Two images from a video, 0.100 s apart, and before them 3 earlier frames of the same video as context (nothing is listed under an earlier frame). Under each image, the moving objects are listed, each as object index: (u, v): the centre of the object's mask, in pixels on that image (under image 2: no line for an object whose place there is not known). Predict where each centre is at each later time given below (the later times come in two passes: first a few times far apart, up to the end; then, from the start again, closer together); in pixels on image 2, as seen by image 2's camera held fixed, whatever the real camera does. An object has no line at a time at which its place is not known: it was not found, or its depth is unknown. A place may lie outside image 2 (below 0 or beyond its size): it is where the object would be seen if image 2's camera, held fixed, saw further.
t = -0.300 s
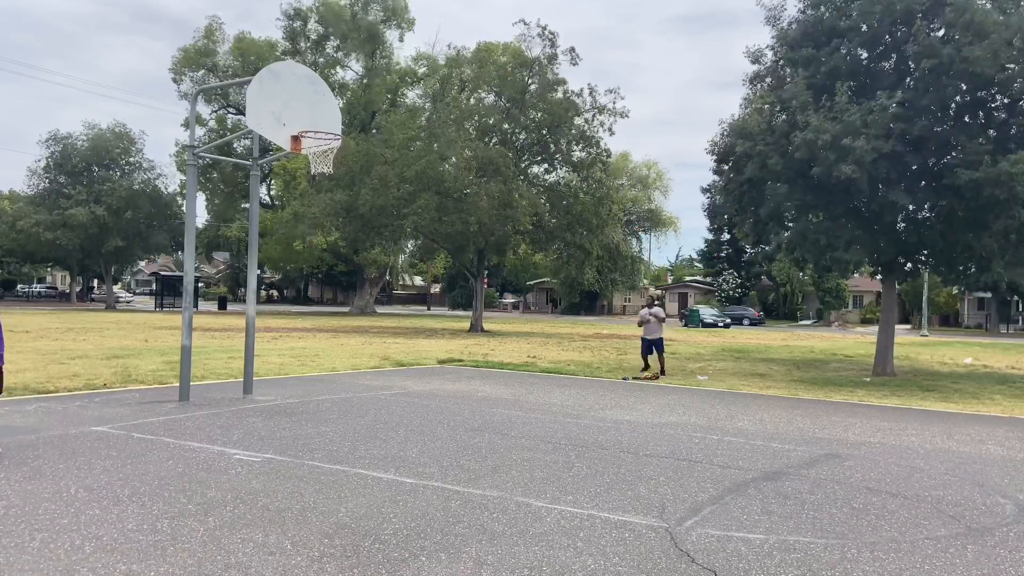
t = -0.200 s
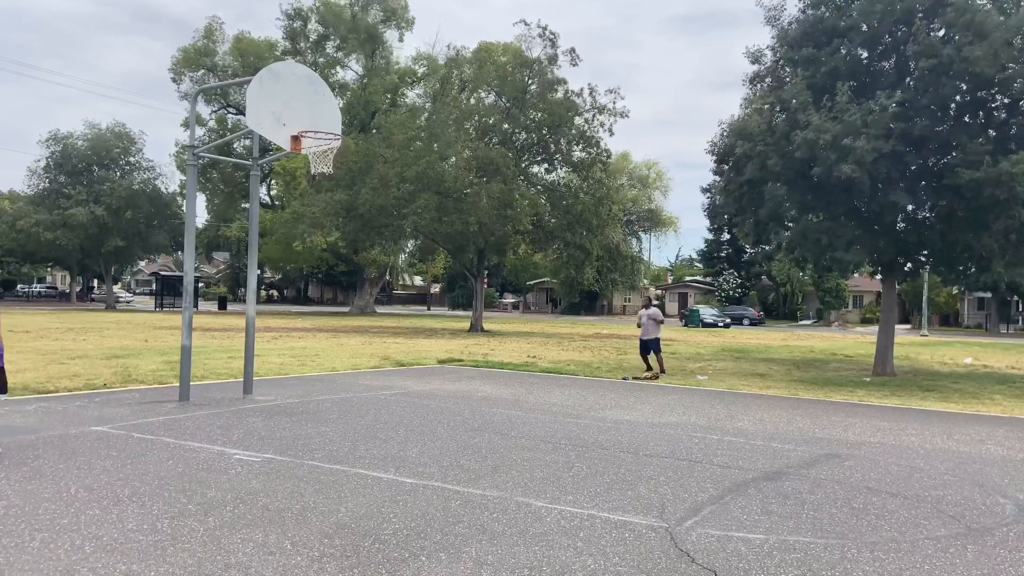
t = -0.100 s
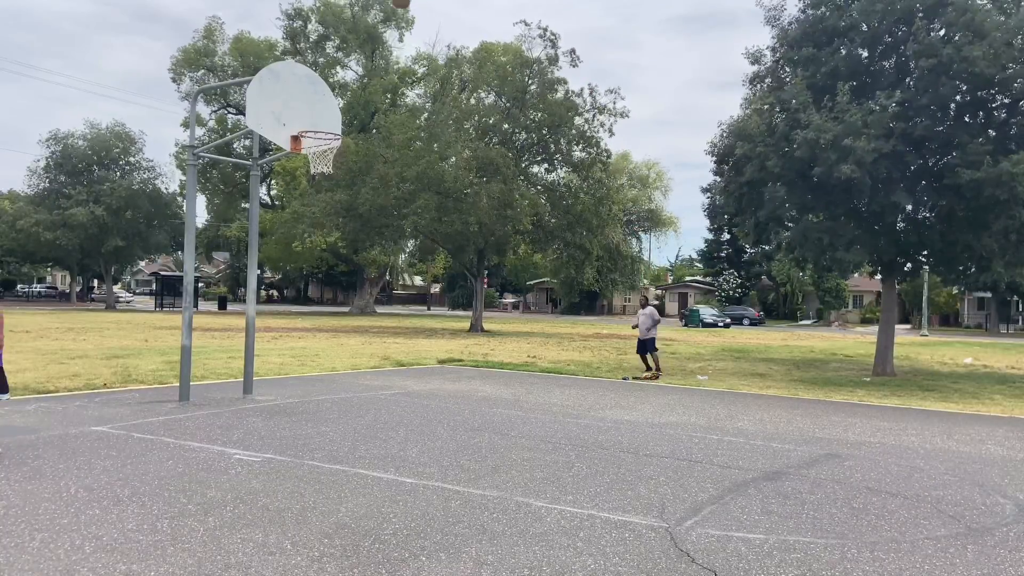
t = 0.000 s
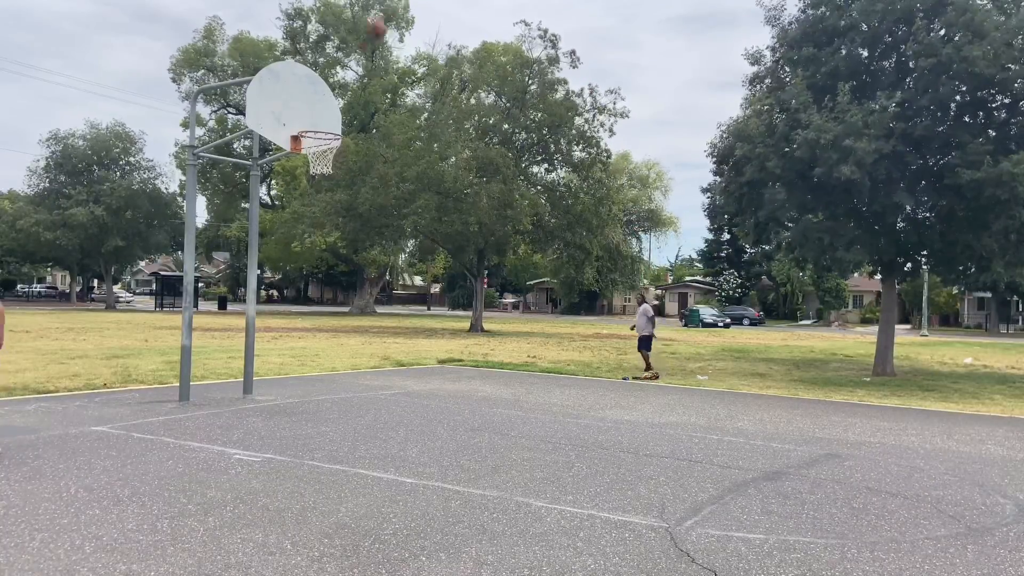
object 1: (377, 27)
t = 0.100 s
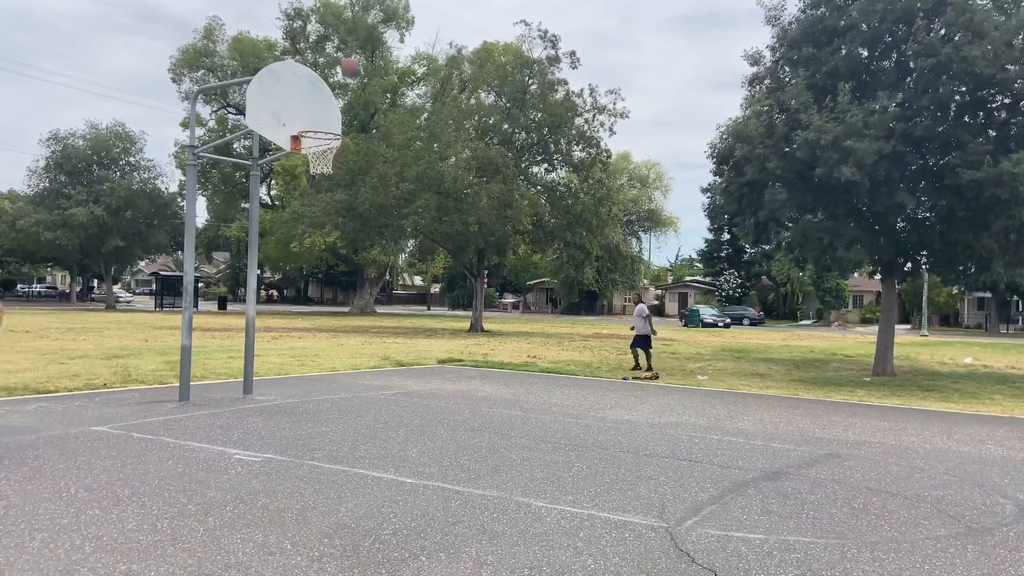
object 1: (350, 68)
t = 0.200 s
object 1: (322, 118)
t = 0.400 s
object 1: (319, 215)
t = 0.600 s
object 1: (327, 334)
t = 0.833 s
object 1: (361, 335)
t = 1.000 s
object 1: (397, 271)
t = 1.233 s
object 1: (443, 226)
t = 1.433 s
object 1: (477, 225)
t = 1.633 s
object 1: (509, 250)
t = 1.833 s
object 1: (538, 301)
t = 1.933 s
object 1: (552, 339)
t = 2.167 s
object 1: (583, 354)
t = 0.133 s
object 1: (341, 84)
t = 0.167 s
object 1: (332, 100)
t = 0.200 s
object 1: (322, 118)
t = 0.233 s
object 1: (312, 137)
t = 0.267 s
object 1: (311, 159)
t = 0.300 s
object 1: (314, 169)
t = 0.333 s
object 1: (316, 184)
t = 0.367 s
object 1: (317, 199)
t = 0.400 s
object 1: (319, 215)
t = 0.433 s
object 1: (322, 235)
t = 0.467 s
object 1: (323, 253)
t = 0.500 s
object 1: (324, 272)
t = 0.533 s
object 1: (326, 293)
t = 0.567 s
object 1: (327, 313)
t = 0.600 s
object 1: (327, 334)
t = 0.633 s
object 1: (329, 358)
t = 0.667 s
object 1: (330, 381)
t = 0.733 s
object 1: (339, 389)
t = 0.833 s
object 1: (361, 335)
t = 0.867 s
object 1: (369, 320)
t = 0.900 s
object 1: (376, 305)
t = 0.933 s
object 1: (384, 293)
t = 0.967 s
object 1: (391, 281)
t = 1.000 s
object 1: (397, 271)
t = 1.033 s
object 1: (403, 262)
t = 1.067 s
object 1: (410, 254)
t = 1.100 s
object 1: (417, 247)
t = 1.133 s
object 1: (424, 239)
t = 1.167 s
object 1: (430, 235)
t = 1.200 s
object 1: (436, 230)
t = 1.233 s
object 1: (443, 226)
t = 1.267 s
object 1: (448, 224)
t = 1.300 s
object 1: (454, 223)
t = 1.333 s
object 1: (460, 223)
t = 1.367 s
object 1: (466, 222)
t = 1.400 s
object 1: (472, 223)
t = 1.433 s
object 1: (477, 225)
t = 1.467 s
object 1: (483, 227)
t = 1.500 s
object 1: (488, 230)
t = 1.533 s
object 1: (494, 236)
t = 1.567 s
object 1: (498, 239)
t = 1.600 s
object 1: (503, 245)
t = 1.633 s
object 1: (509, 250)
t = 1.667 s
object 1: (514, 257)
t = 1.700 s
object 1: (519, 265)
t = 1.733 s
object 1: (524, 273)
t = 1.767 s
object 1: (529, 283)
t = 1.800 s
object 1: (533, 292)
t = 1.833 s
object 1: (538, 301)
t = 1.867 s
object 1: (543, 313)
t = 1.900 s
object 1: (548, 325)
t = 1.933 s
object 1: (552, 339)
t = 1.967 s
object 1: (556, 350)
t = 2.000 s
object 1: (561, 365)
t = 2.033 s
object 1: (565, 377)
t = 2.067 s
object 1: (570, 388)
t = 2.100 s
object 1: (575, 376)
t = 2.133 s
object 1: (578, 365)
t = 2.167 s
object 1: (583, 354)
